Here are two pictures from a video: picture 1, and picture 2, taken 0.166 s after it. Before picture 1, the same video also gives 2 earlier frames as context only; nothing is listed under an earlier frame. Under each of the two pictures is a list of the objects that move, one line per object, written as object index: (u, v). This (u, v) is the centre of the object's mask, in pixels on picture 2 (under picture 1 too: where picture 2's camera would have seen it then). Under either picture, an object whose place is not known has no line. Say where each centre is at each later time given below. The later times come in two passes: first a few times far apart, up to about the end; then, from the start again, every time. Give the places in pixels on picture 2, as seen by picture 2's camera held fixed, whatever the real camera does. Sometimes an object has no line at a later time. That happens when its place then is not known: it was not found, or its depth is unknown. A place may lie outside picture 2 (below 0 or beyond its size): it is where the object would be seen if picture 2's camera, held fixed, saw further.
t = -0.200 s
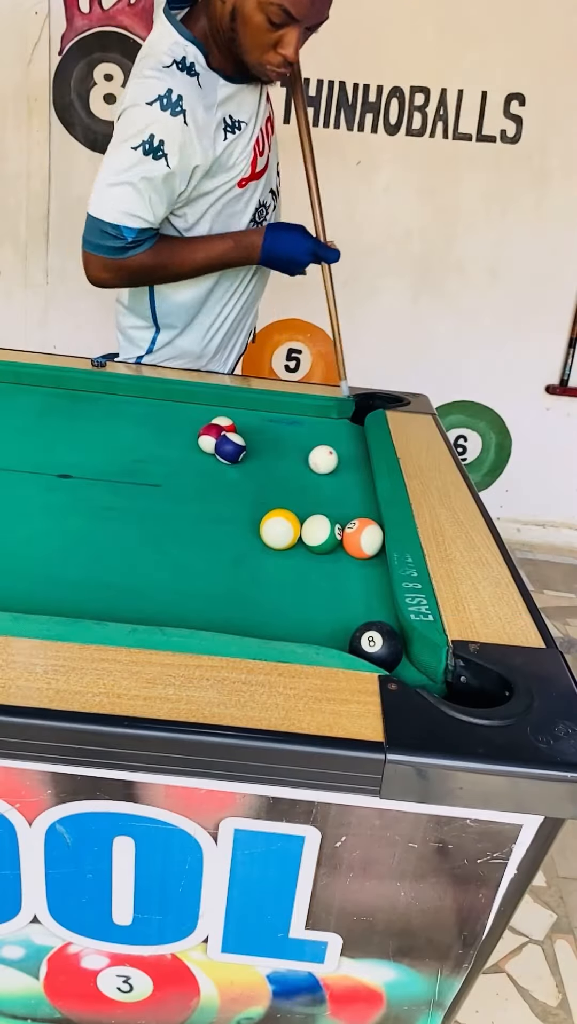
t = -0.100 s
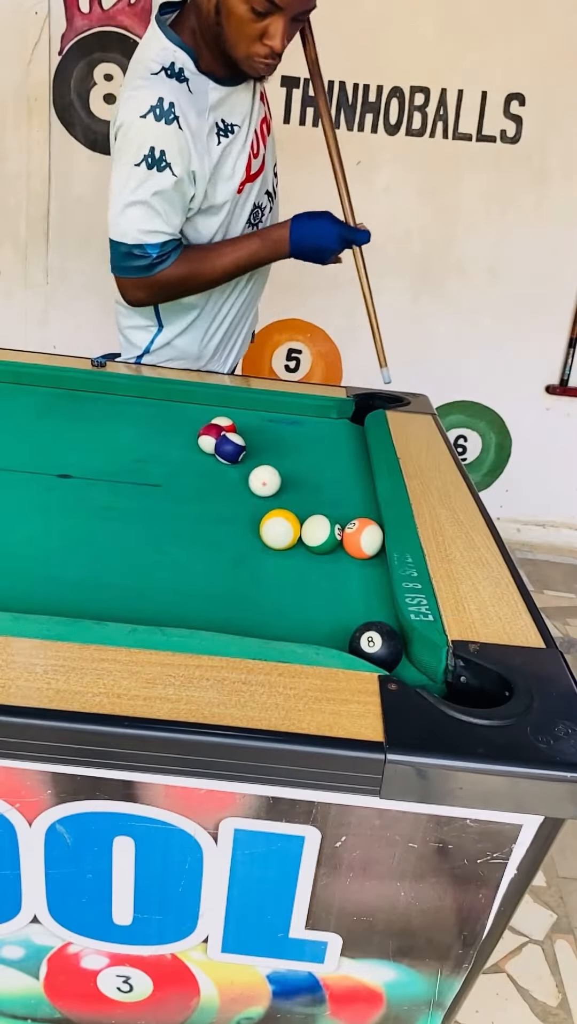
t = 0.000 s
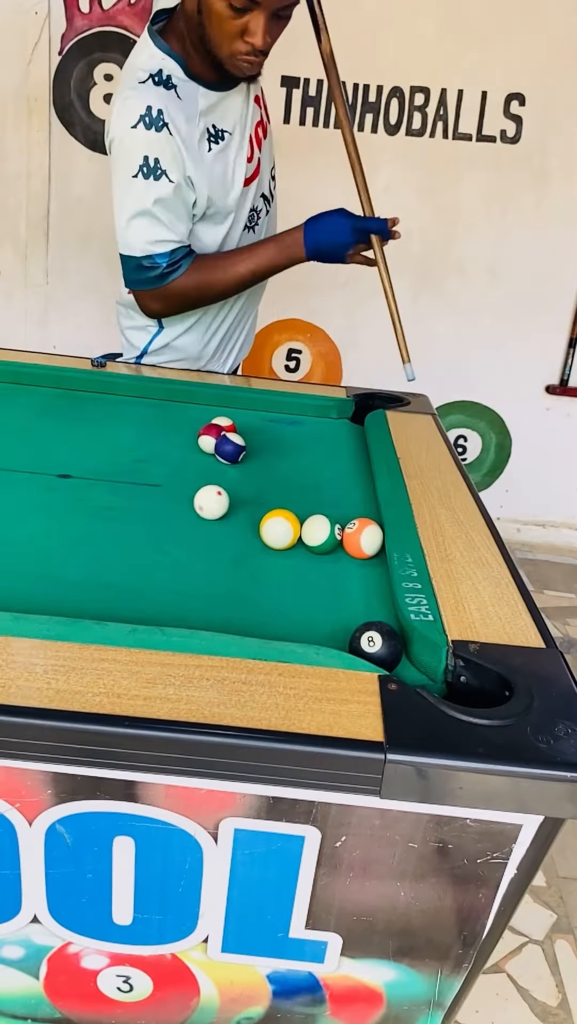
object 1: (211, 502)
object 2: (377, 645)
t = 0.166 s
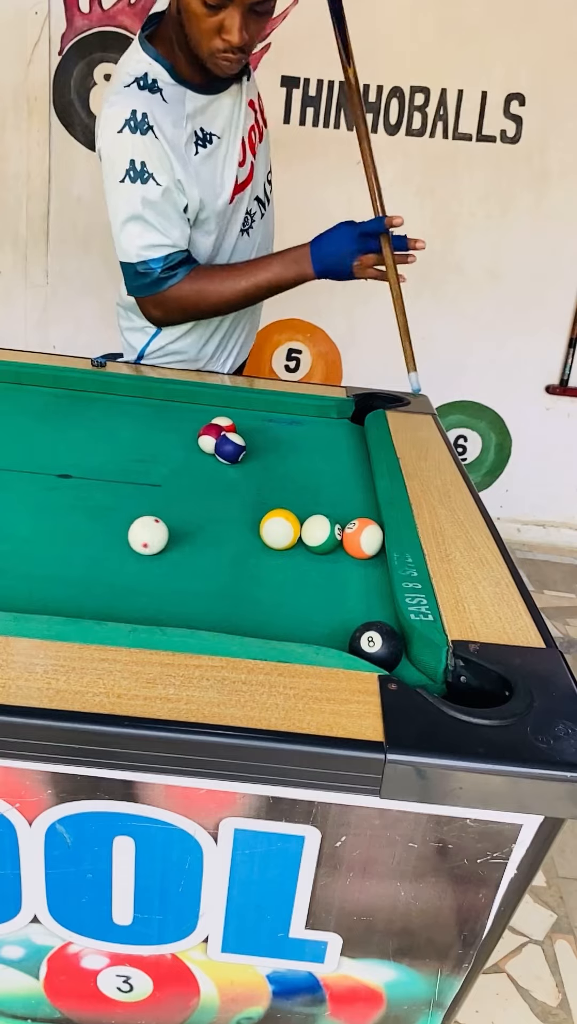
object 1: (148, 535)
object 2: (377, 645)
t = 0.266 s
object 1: (135, 550)
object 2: (377, 645)
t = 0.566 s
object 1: (188, 576)
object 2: (377, 645)
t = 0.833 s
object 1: (241, 595)
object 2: (377, 645)
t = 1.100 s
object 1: (293, 615)
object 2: (377, 645)
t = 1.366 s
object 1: (333, 628)
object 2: (382, 648)
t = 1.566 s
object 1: (338, 629)
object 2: (401, 658)
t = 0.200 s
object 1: (141, 541)
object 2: (377, 645)
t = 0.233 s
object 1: (137, 546)
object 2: (377, 645)
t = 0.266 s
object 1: (135, 550)
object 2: (377, 645)
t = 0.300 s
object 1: (136, 554)
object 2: (377, 645)
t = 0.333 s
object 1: (139, 558)
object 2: (377, 645)
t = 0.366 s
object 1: (145, 560)
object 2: (377, 645)
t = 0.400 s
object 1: (153, 563)
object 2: (377, 645)
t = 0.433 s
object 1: (160, 566)
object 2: (377, 645)
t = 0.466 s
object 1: (167, 568)
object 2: (377, 645)
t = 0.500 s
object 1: (174, 571)
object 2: (377, 645)
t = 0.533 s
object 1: (181, 573)
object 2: (377, 644)
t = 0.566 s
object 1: (188, 576)
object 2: (377, 645)
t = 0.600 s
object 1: (194, 578)
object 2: (377, 645)
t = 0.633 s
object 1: (201, 581)
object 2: (377, 645)
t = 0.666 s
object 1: (208, 583)
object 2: (377, 645)
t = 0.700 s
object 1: (215, 586)
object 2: (377, 645)
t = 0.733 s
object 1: (221, 588)
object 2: (377, 645)
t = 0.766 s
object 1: (228, 591)
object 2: (377, 645)
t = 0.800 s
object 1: (234, 593)
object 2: (377, 645)
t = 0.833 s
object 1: (241, 595)
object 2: (377, 645)
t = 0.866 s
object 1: (248, 598)
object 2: (377, 645)
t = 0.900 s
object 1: (254, 600)
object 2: (377, 645)
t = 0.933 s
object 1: (261, 603)
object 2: (377, 644)
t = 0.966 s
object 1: (267, 605)
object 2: (377, 645)
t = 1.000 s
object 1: (274, 607)
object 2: (377, 645)
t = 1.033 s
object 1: (280, 610)
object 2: (377, 645)
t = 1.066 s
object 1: (286, 612)
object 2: (377, 645)
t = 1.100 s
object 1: (293, 615)
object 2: (377, 645)
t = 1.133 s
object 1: (299, 617)
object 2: (377, 644)
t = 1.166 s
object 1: (305, 620)
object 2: (377, 645)
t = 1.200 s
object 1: (311, 622)
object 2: (377, 645)
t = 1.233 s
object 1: (318, 624)
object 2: (377, 645)
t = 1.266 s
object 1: (324, 626)
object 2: (377, 645)
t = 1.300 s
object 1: (329, 627)
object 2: (377, 645)
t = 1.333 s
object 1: (332, 628)
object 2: (379, 646)
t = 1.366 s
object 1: (333, 628)
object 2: (382, 648)
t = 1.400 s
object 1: (334, 628)
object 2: (385, 649)
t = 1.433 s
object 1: (335, 628)
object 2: (389, 651)
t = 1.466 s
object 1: (336, 628)
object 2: (392, 653)
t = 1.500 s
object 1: (337, 629)
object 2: (395, 654)
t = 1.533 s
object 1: (337, 629)
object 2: (398, 656)
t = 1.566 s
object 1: (338, 629)
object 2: (401, 658)
